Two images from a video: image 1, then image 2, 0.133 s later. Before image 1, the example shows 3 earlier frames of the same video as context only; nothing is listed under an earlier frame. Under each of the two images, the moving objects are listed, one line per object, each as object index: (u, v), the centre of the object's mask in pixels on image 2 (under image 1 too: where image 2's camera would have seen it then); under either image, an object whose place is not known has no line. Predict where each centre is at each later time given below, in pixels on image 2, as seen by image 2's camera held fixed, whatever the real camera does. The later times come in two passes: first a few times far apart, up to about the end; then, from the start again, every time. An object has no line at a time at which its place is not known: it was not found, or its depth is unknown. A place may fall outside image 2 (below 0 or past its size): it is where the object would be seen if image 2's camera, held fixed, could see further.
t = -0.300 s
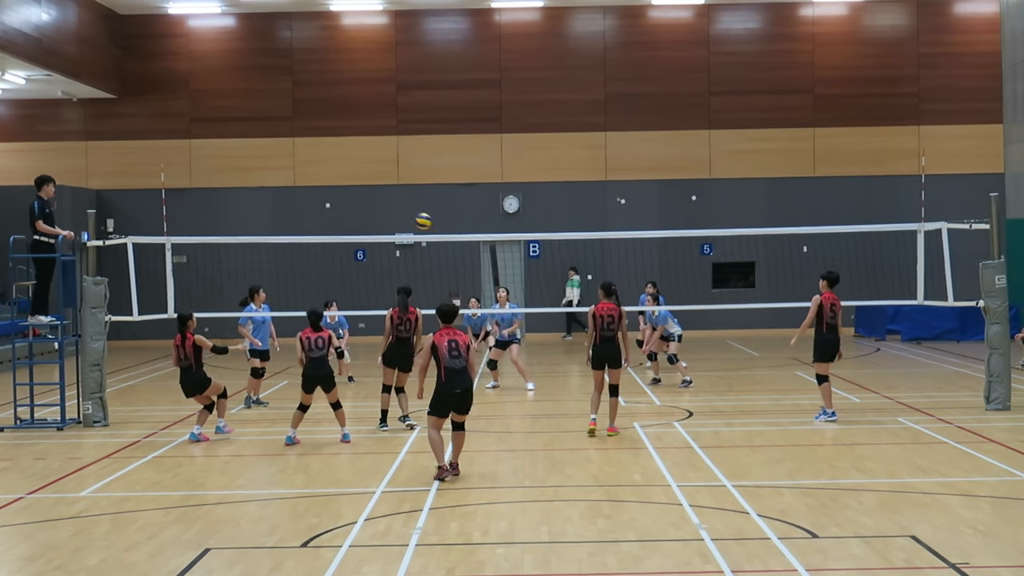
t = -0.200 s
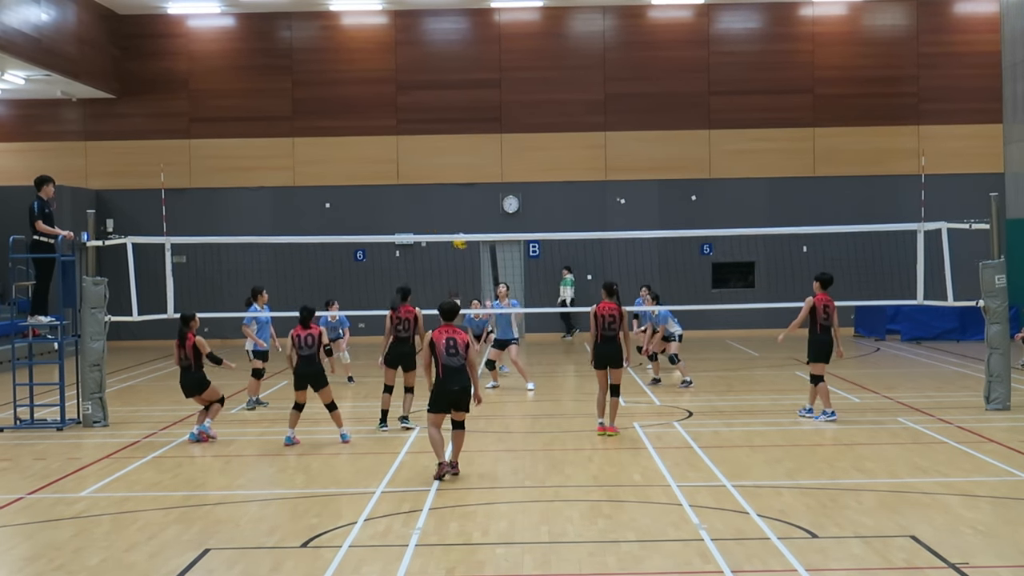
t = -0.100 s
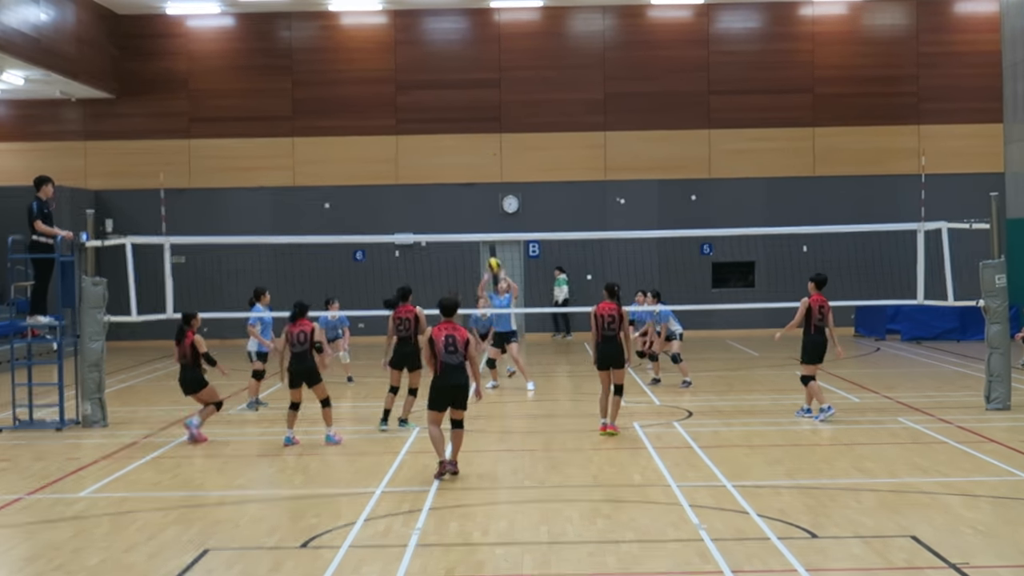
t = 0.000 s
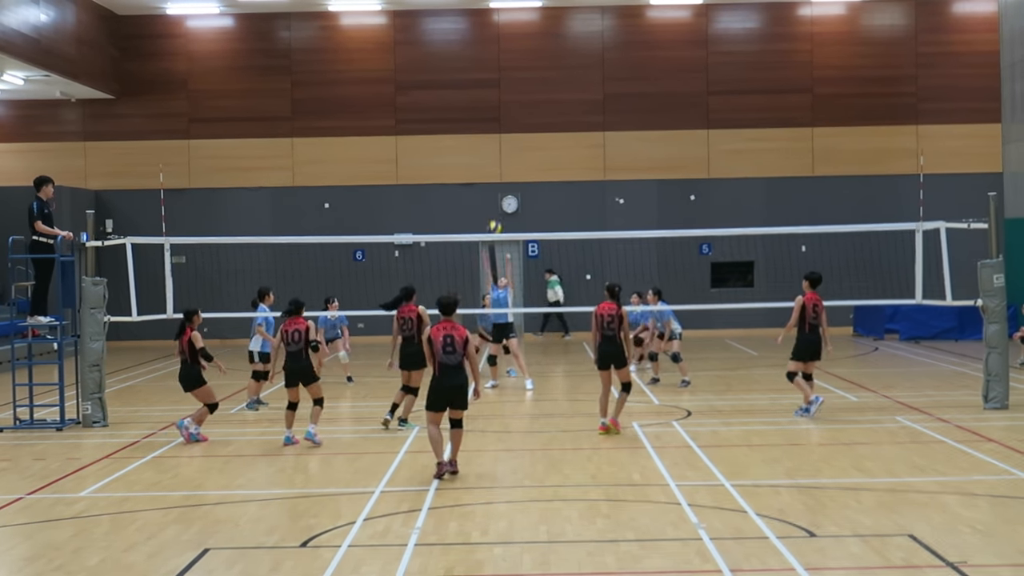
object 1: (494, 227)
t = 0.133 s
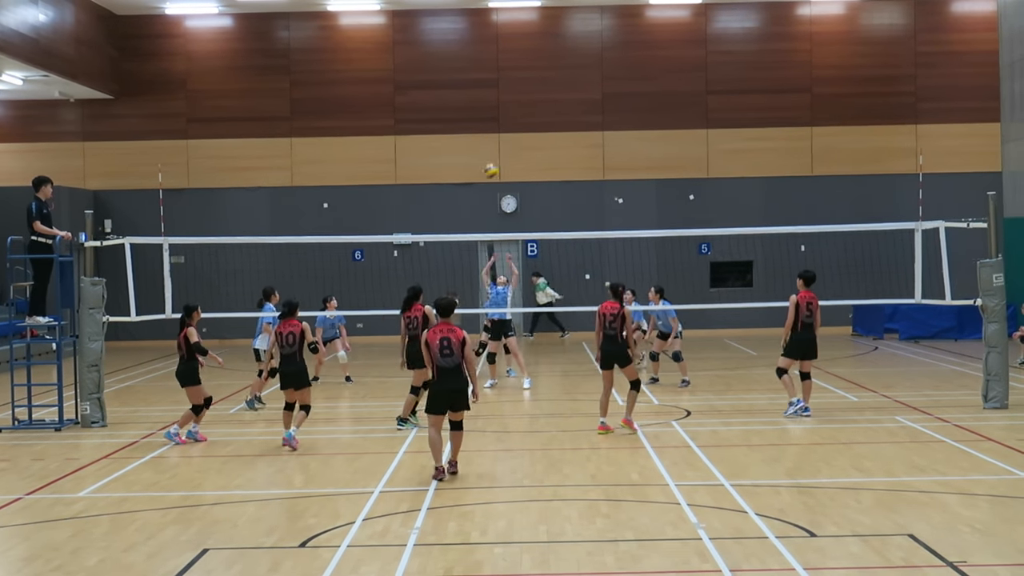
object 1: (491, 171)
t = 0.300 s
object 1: (489, 119)
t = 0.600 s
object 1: (488, 74)
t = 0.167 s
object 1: (491, 159)
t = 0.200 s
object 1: (490, 147)
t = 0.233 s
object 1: (490, 137)
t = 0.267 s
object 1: (490, 127)
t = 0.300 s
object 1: (489, 119)
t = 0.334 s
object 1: (489, 111)
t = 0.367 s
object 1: (489, 103)
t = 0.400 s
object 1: (489, 96)
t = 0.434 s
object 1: (489, 91)
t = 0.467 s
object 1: (488, 86)
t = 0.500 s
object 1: (489, 83)
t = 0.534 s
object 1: (488, 79)
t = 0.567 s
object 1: (488, 76)
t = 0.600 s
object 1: (488, 74)
